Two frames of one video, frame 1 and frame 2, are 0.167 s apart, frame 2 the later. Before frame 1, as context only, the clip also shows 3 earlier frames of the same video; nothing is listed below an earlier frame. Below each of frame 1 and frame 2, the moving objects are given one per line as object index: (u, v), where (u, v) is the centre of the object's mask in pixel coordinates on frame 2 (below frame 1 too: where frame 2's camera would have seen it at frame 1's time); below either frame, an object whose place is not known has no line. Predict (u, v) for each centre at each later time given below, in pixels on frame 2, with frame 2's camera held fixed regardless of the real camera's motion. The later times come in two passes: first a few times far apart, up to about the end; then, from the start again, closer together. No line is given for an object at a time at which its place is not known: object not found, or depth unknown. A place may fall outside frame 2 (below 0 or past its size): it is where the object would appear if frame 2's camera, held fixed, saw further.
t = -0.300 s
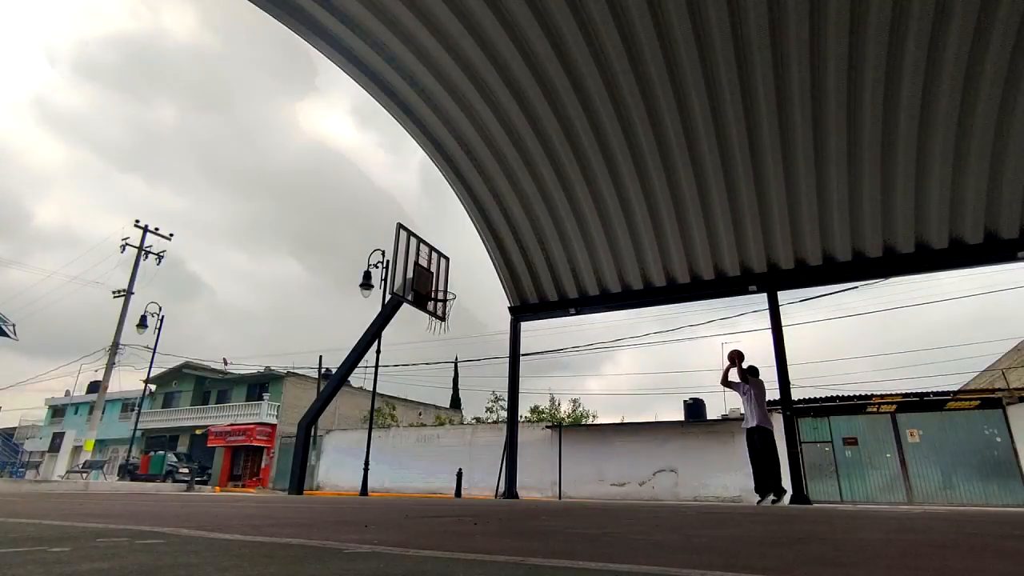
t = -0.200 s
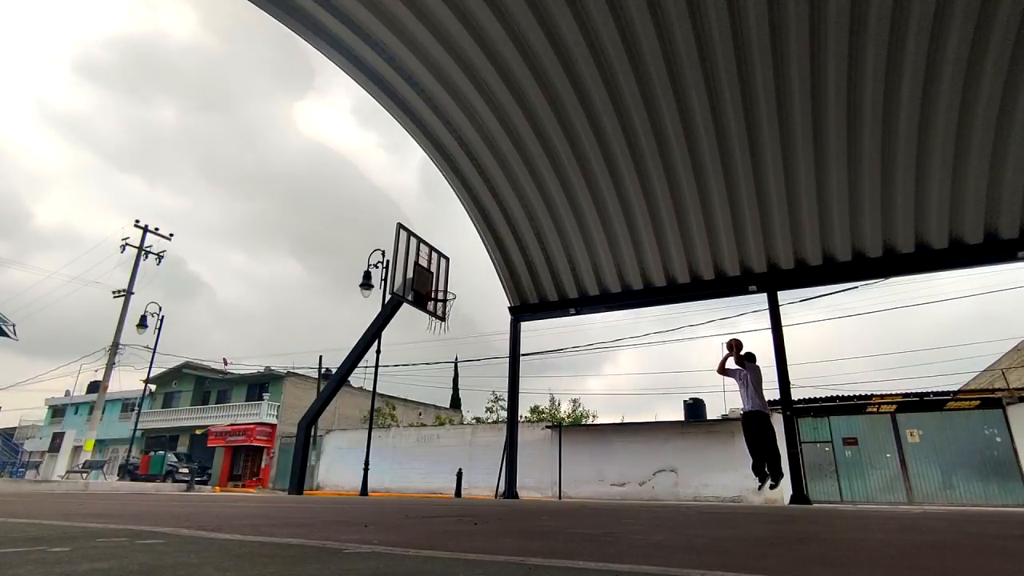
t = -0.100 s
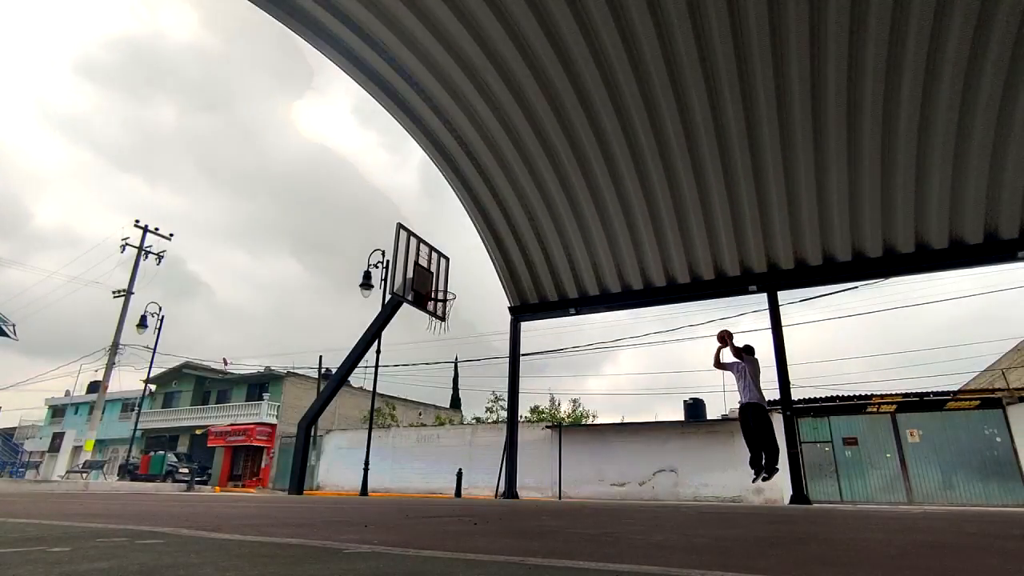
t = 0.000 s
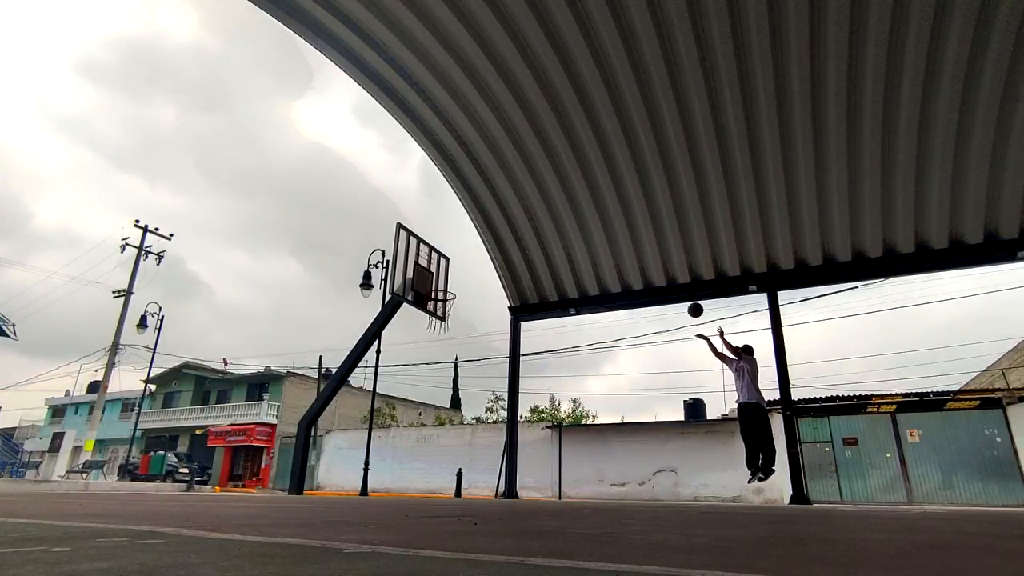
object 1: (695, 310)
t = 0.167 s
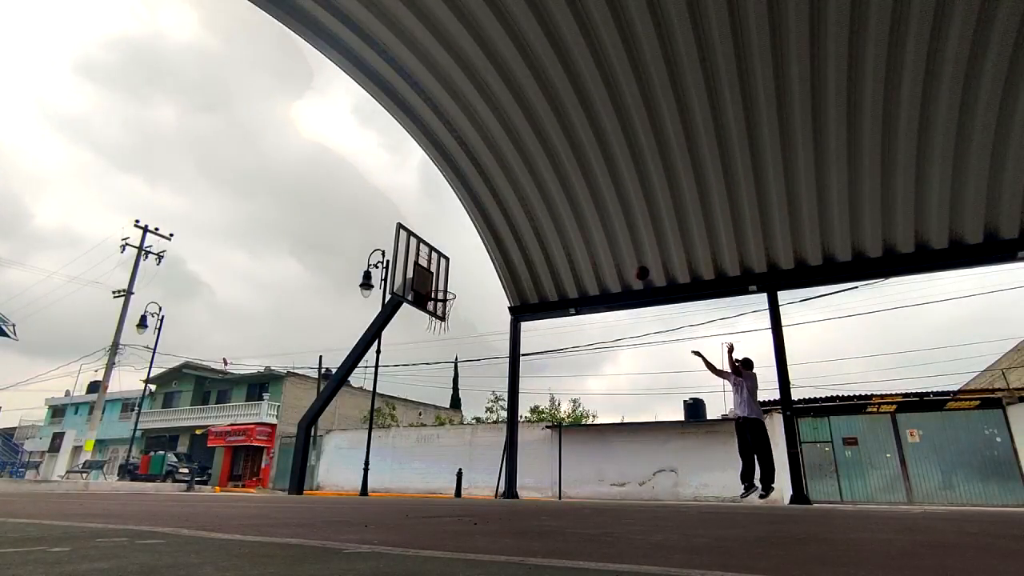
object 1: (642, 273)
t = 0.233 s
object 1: (621, 263)
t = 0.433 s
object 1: (563, 250)
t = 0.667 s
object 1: (499, 261)
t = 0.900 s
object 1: (434, 302)
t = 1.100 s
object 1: (427, 352)
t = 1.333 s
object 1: (416, 454)
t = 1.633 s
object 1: (437, 404)
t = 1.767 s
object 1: (449, 374)
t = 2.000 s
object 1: (470, 350)
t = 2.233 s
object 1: (489, 362)
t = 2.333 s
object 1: (498, 379)
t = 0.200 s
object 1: (632, 268)
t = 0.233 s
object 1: (621, 263)
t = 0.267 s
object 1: (611, 260)
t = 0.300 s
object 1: (601, 256)
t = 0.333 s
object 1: (592, 254)
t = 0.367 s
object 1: (582, 252)
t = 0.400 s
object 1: (572, 250)
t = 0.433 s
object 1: (563, 250)
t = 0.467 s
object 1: (554, 250)
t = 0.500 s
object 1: (545, 250)
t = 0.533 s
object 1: (535, 251)
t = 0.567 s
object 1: (526, 252)
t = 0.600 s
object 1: (517, 255)
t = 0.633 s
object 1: (508, 257)
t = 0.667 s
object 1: (499, 261)
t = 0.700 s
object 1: (489, 265)
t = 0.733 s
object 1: (480, 270)
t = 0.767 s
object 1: (471, 275)
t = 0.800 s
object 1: (462, 280)
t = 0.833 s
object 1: (452, 287)
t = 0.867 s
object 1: (442, 294)
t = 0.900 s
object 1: (434, 302)
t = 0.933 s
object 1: (433, 308)
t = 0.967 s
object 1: (431, 316)
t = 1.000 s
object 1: (430, 324)
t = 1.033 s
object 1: (429, 332)
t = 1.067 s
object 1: (428, 342)
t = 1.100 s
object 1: (427, 352)
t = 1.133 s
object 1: (426, 364)
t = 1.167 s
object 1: (424, 376)
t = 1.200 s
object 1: (423, 389)
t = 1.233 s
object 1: (421, 404)
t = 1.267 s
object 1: (419, 419)
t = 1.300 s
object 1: (418, 436)
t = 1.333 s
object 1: (416, 454)
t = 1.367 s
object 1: (414, 473)
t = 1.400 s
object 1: (412, 488)
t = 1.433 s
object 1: (416, 474)
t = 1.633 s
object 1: (437, 404)
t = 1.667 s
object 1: (441, 395)
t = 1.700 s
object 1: (444, 388)
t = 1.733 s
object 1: (447, 380)
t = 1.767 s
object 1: (449, 374)
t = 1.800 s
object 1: (453, 368)
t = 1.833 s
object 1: (456, 363)
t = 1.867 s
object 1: (459, 359)
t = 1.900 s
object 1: (462, 356)
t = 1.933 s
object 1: (464, 353)
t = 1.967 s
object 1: (468, 351)
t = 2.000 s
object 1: (470, 350)
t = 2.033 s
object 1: (473, 349)
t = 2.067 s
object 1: (476, 350)
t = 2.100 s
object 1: (479, 351)
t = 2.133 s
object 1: (482, 352)
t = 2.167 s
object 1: (484, 355)
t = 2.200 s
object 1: (487, 358)
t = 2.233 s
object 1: (489, 362)
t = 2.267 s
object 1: (492, 367)
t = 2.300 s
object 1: (495, 373)
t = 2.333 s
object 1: (498, 379)
